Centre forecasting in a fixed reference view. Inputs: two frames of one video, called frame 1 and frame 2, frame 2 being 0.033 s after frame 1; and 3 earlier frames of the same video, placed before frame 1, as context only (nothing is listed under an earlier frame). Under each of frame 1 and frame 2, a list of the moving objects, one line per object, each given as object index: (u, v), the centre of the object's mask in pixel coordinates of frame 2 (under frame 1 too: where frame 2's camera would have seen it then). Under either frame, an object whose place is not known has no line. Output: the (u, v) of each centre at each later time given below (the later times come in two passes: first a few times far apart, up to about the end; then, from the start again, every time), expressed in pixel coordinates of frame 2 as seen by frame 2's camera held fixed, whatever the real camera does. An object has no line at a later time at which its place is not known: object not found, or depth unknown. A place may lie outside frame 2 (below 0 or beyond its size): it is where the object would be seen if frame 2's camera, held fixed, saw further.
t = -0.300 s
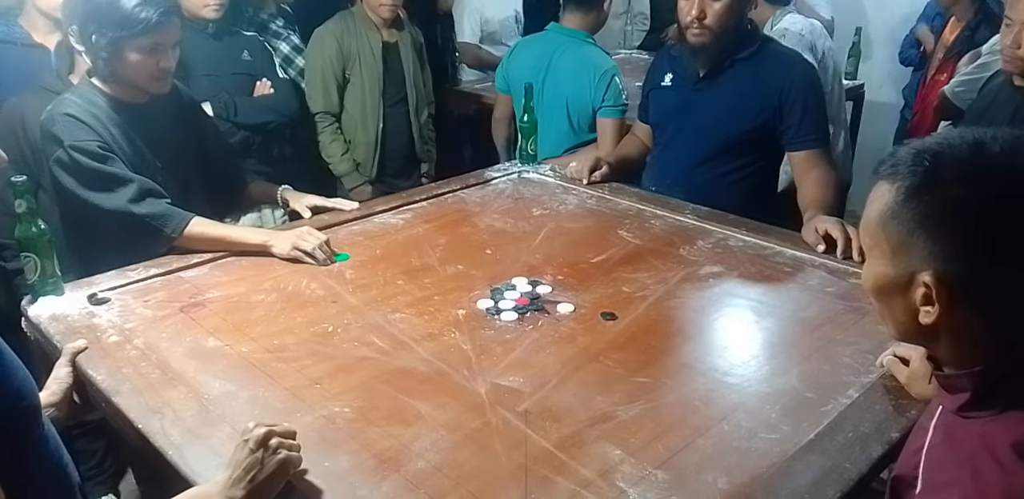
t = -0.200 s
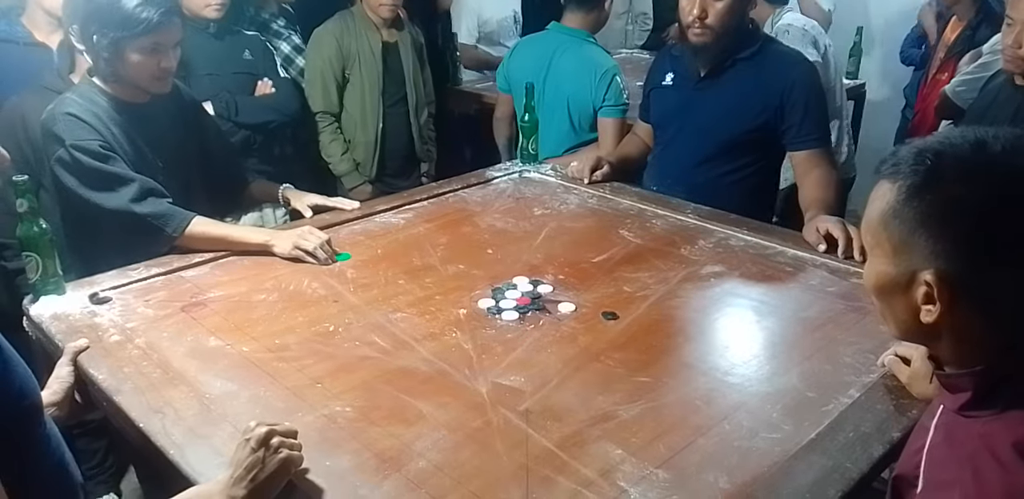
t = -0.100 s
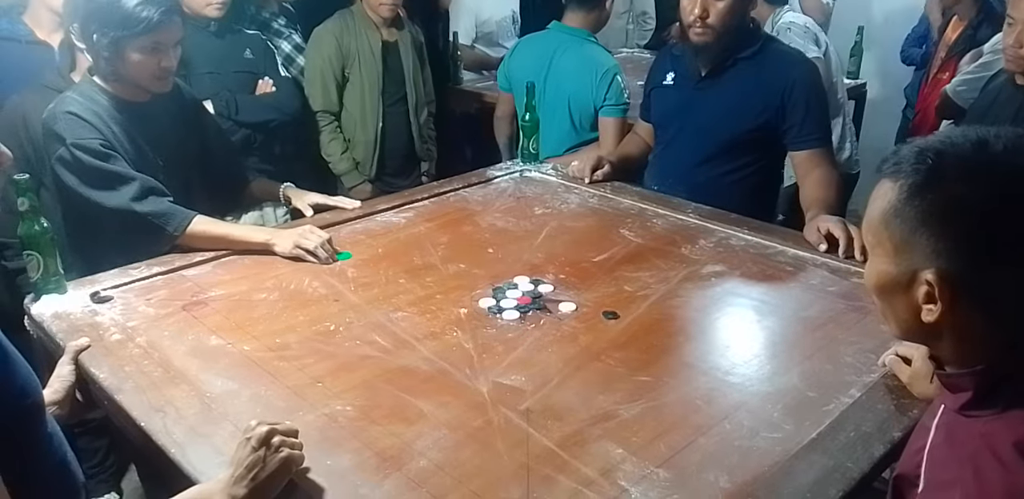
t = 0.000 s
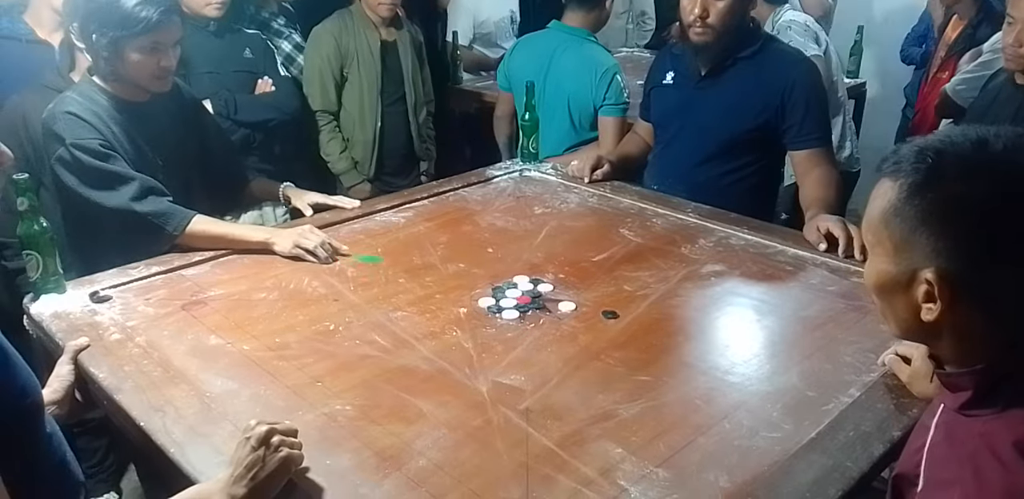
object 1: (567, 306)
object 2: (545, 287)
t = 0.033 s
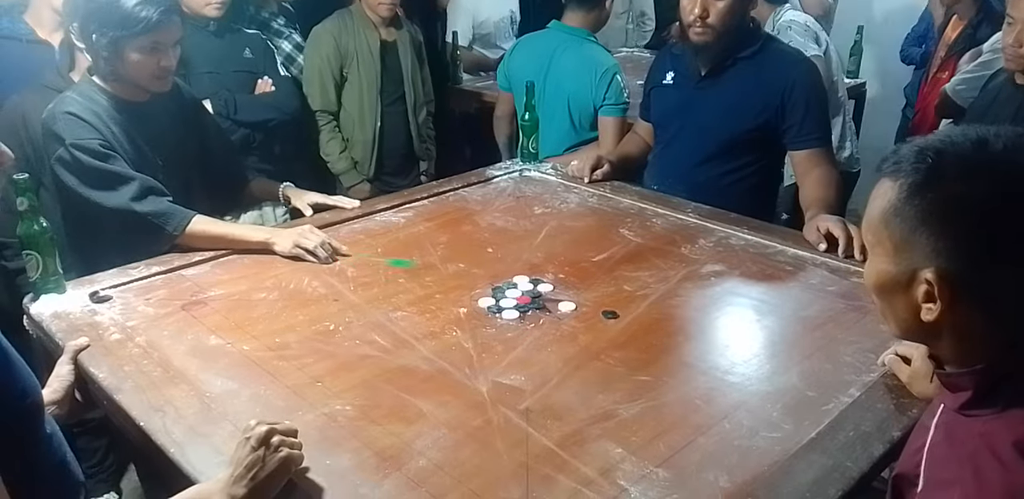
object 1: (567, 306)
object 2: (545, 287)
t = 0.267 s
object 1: (576, 327)
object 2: (592, 298)
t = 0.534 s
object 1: (603, 389)
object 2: (649, 296)
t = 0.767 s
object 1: (619, 419)
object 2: (659, 295)
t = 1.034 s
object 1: (620, 423)
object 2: (659, 295)
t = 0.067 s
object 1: (567, 306)
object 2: (545, 288)
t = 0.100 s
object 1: (567, 306)
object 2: (545, 287)
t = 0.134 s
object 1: (567, 306)
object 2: (545, 288)
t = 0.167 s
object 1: (567, 306)
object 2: (554, 293)
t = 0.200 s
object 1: (568, 310)
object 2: (569, 298)
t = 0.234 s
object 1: (571, 318)
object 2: (581, 298)
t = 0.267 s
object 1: (576, 327)
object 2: (592, 298)
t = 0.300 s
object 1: (579, 336)
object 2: (602, 298)
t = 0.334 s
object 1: (583, 344)
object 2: (611, 297)
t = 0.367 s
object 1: (587, 352)
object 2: (620, 297)
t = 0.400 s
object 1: (591, 360)
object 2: (627, 297)
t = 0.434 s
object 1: (594, 368)
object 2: (634, 296)
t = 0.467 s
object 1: (597, 375)
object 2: (640, 296)
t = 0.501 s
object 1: (600, 382)
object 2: (644, 296)
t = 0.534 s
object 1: (603, 389)
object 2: (649, 296)
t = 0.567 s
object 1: (606, 394)
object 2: (652, 296)
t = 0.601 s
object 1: (609, 400)
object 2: (655, 295)
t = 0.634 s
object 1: (611, 405)
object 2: (657, 295)
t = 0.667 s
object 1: (613, 410)
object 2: (658, 295)
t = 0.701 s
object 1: (615, 414)
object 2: (659, 295)
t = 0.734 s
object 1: (617, 417)
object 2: (659, 295)
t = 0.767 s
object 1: (619, 419)
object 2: (659, 295)
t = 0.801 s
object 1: (619, 421)
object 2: (659, 295)
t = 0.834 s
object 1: (620, 422)
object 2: (659, 295)
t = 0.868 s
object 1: (620, 423)
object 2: (659, 295)
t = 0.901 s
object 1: (620, 423)
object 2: (659, 295)
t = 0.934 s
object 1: (620, 423)
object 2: (659, 295)
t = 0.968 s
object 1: (620, 423)
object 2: (659, 295)
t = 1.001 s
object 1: (621, 423)
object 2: (659, 295)
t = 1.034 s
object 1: (620, 423)
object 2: (659, 295)
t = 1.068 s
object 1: (620, 423)
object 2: (659, 295)
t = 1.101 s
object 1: (620, 423)
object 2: (659, 295)
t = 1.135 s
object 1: (620, 423)
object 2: (659, 295)
